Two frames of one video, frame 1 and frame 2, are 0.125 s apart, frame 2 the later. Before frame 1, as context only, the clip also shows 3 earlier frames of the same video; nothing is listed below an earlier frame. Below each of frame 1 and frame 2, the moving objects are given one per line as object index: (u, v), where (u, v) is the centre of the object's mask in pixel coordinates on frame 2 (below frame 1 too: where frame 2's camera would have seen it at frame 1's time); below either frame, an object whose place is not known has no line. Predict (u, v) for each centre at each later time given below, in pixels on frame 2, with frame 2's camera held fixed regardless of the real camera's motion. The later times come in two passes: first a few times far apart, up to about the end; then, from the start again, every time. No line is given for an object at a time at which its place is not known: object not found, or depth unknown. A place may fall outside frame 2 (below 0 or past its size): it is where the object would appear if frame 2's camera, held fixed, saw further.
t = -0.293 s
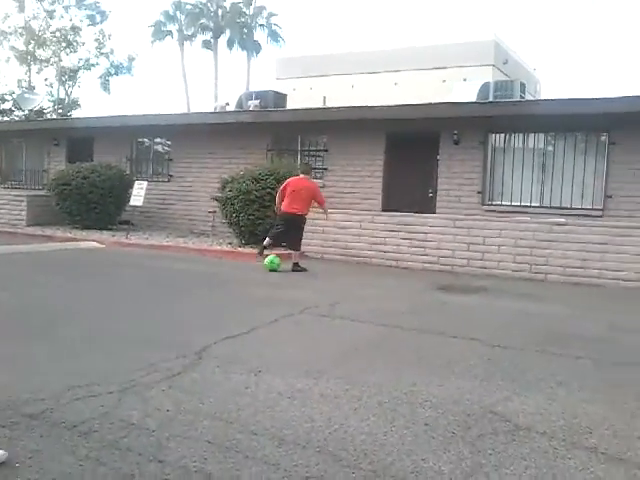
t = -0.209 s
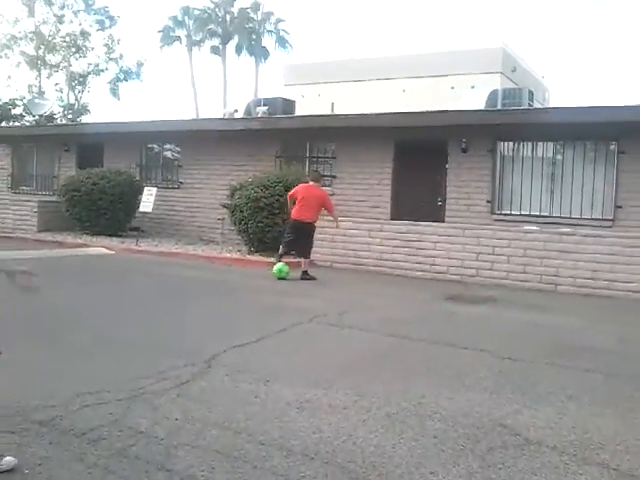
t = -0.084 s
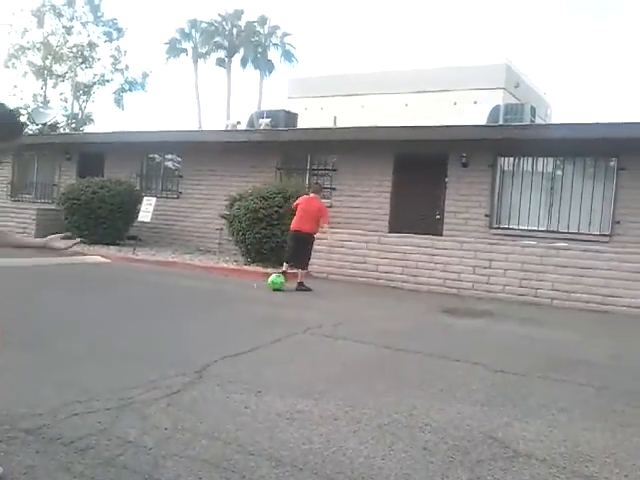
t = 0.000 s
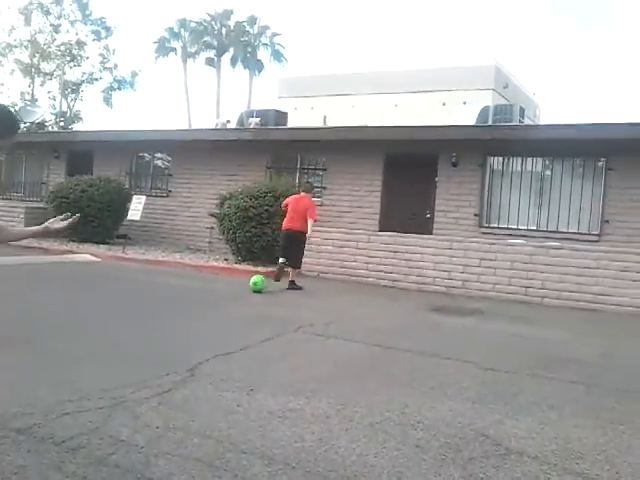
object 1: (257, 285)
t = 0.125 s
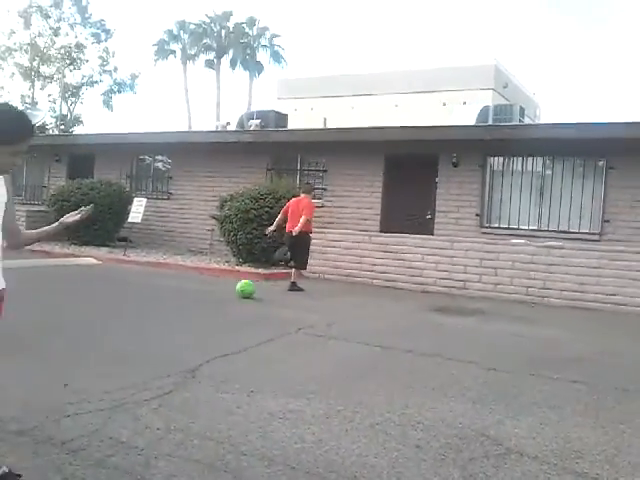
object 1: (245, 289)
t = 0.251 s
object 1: (231, 291)
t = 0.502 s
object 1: (204, 300)
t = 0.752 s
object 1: (173, 310)
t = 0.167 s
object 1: (240, 290)
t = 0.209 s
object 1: (235, 290)
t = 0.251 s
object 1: (231, 291)
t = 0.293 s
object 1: (227, 292)
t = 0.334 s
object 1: (223, 294)
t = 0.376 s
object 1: (219, 296)
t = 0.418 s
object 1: (215, 297)
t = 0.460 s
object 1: (209, 298)
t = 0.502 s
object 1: (204, 300)
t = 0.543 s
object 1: (199, 301)
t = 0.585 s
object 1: (194, 302)
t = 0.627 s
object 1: (189, 304)
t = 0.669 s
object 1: (184, 305)
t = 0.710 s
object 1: (179, 307)
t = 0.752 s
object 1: (173, 310)
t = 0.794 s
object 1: (166, 311)
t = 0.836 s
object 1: (160, 314)
